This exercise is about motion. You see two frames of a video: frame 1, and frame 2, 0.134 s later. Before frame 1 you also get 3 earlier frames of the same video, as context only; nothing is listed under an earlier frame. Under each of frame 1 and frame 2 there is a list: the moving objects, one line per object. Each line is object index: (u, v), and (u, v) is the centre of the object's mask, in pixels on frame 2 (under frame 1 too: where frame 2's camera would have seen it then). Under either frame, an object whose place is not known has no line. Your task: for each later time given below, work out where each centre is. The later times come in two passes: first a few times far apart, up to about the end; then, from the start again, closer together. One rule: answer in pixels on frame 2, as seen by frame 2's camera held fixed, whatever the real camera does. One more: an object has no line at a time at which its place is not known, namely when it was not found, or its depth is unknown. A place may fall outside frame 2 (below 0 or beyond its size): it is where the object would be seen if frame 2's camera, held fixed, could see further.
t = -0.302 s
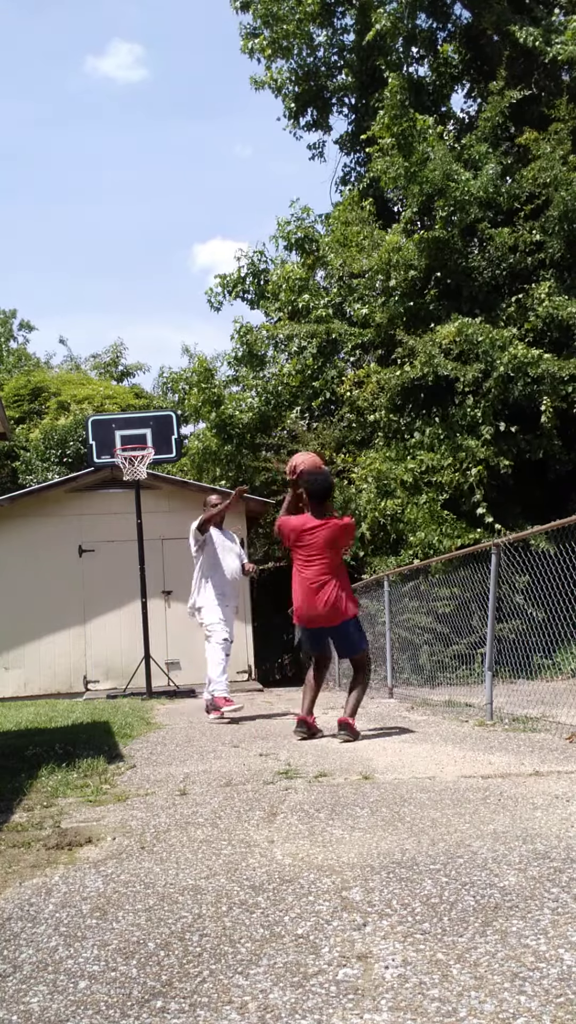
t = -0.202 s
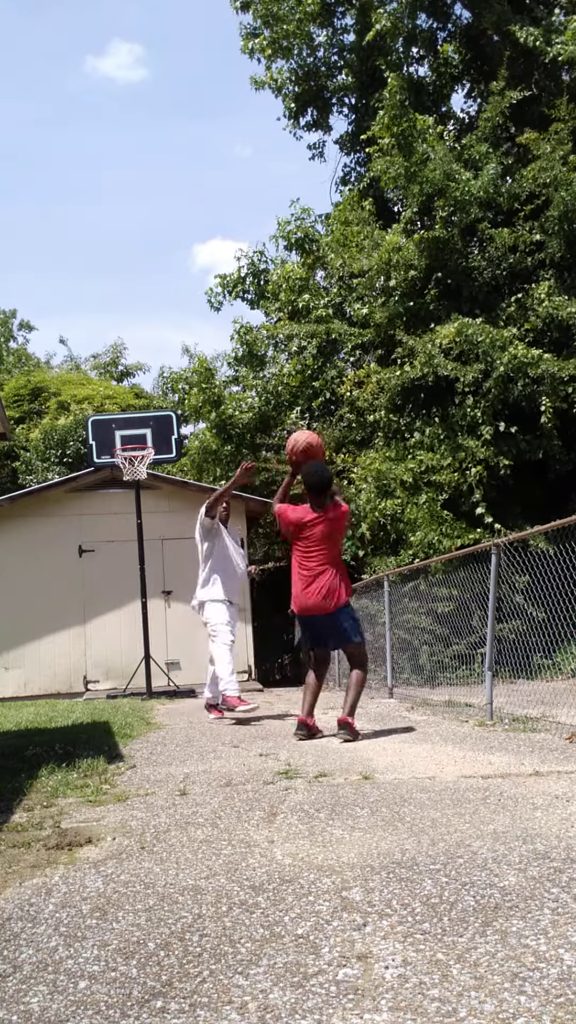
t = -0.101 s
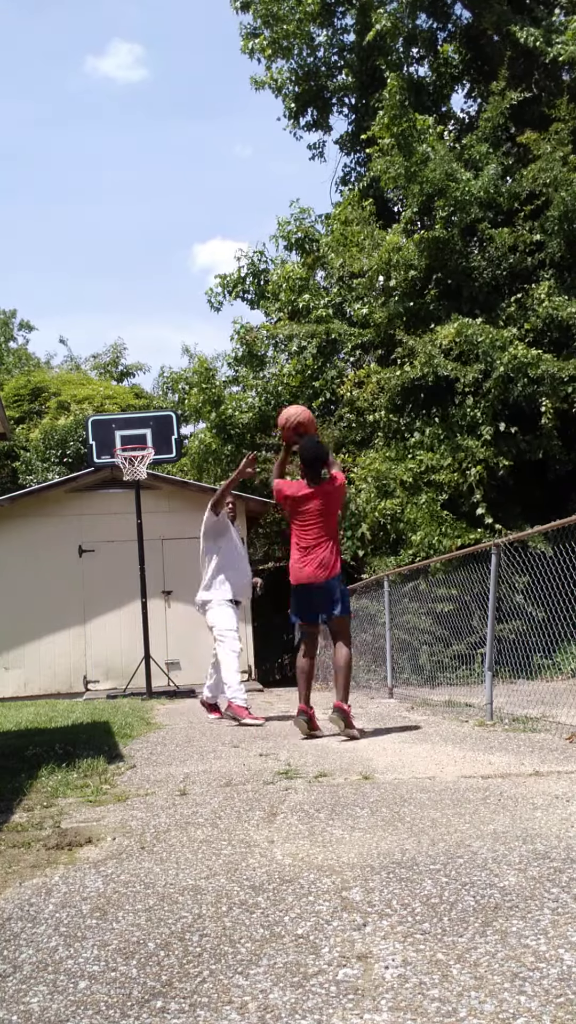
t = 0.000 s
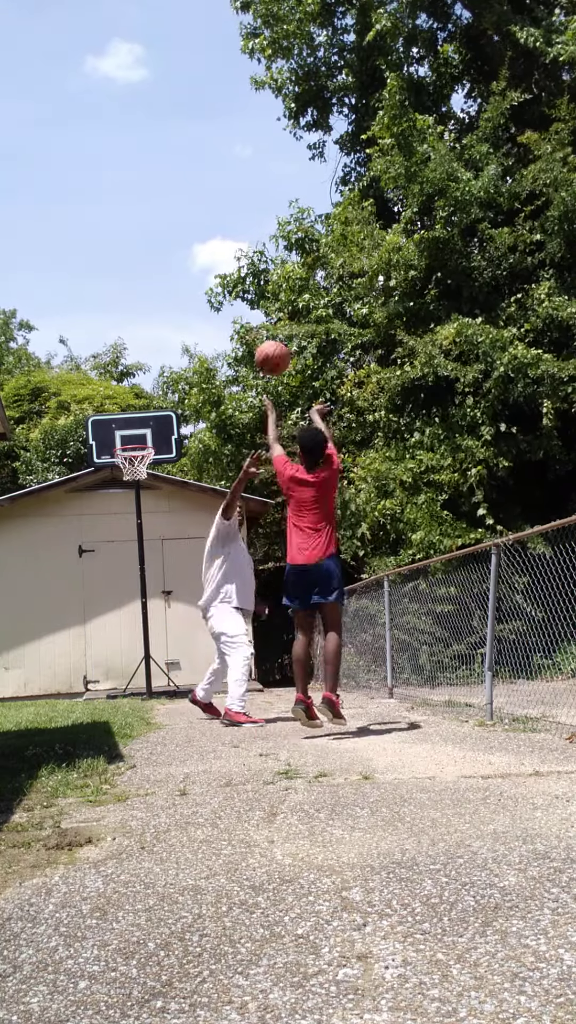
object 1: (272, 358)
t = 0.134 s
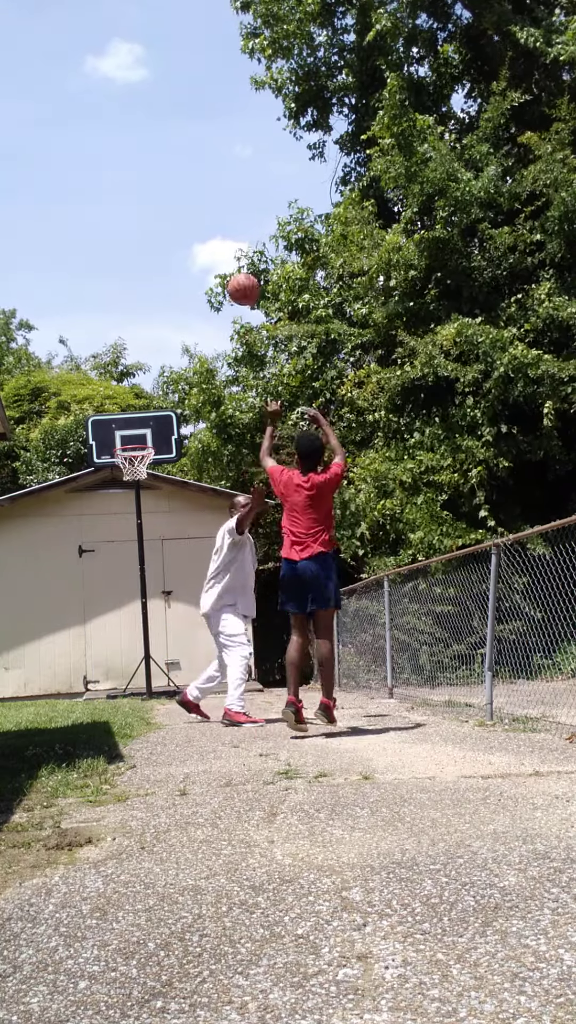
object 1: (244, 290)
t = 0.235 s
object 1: (225, 260)
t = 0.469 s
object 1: (191, 243)
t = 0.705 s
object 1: (165, 279)
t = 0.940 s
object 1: (145, 354)
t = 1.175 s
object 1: (128, 446)
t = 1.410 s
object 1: (156, 431)
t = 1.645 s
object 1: (193, 451)
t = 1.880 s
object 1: (230, 513)
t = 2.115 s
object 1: (267, 620)
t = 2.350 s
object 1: (293, 632)
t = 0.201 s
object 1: (231, 268)
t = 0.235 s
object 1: (225, 260)
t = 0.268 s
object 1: (220, 253)
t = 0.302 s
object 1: (214, 248)
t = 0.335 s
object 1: (209, 245)
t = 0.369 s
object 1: (204, 243)
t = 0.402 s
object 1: (200, 241)
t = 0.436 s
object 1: (195, 242)
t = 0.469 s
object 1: (191, 243)
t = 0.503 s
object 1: (187, 245)
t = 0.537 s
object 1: (183, 248)
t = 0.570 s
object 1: (179, 253)
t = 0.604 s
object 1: (175, 258)
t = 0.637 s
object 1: (172, 265)
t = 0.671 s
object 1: (168, 271)
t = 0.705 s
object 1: (165, 279)
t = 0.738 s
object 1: (162, 288)
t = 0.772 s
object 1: (159, 297)
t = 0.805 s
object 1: (156, 308)
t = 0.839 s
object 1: (153, 318)
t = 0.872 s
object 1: (150, 330)
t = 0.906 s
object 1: (147, 342)
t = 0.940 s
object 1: (145, 354)
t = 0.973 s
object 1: (142, 368)
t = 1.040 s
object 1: (137, 396)
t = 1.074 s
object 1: (134, 410)
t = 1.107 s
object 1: (132, 426)
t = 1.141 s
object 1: (129, 442)
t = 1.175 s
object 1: (128, 446)
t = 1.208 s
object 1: (127, 446)
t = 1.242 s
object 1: (128, 444)
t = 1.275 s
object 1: (133, 438)
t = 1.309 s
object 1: (139, 436)
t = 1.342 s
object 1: (145, 433)
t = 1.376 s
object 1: (150, 432)
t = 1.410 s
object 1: (156, 431)
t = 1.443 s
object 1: (161, 432)
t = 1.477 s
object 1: (166, 432)
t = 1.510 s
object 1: (172, 435)
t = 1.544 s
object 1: (177, 437)
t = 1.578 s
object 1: (182, 441)
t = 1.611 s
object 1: (188, 445)
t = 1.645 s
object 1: (193, 451)
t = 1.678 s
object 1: (198, 457)
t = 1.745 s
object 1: (209, 472)
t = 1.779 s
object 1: (214, 483)
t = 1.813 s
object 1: (220, 489)
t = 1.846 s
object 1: (224, 501)
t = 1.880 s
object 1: (230, 513)
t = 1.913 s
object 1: (235, 526)
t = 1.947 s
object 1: (241, 539)
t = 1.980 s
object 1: (248, 553)
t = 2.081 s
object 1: (261, 602)
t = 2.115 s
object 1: (267, 620)
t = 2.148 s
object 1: (272, 639)
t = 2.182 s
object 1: (277, 658)
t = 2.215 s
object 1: (282, 679)
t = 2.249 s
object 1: (285, 678)
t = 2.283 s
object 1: (288, 662)
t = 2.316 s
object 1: (291, 646)
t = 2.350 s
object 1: (293, 632)
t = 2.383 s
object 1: (296, 618)
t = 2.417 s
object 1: (298, 606)
